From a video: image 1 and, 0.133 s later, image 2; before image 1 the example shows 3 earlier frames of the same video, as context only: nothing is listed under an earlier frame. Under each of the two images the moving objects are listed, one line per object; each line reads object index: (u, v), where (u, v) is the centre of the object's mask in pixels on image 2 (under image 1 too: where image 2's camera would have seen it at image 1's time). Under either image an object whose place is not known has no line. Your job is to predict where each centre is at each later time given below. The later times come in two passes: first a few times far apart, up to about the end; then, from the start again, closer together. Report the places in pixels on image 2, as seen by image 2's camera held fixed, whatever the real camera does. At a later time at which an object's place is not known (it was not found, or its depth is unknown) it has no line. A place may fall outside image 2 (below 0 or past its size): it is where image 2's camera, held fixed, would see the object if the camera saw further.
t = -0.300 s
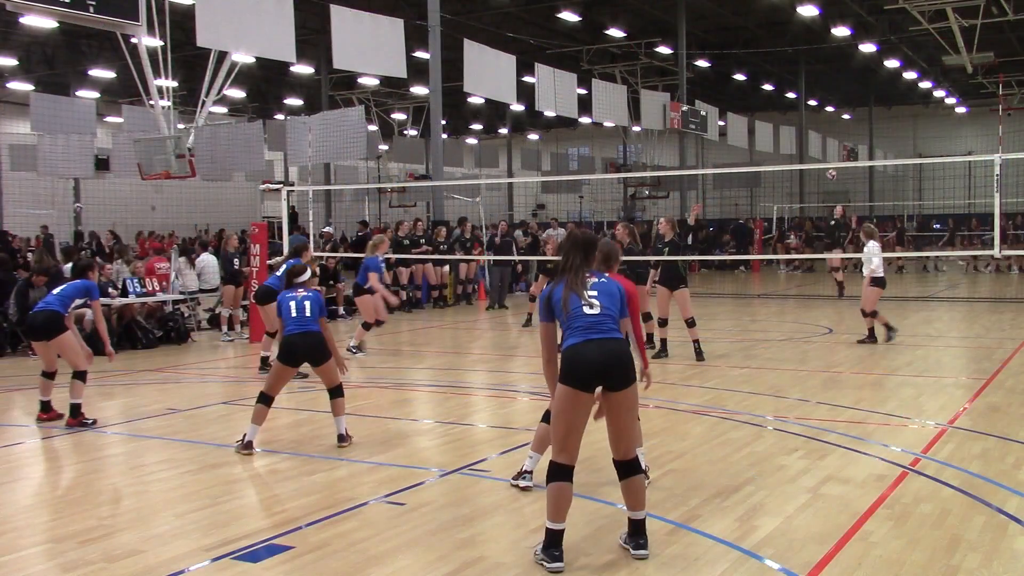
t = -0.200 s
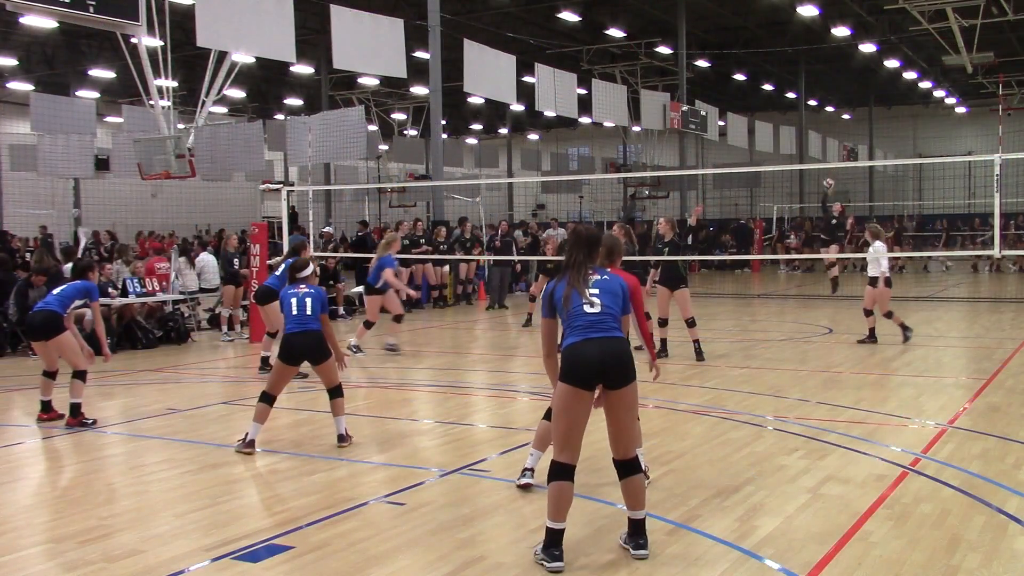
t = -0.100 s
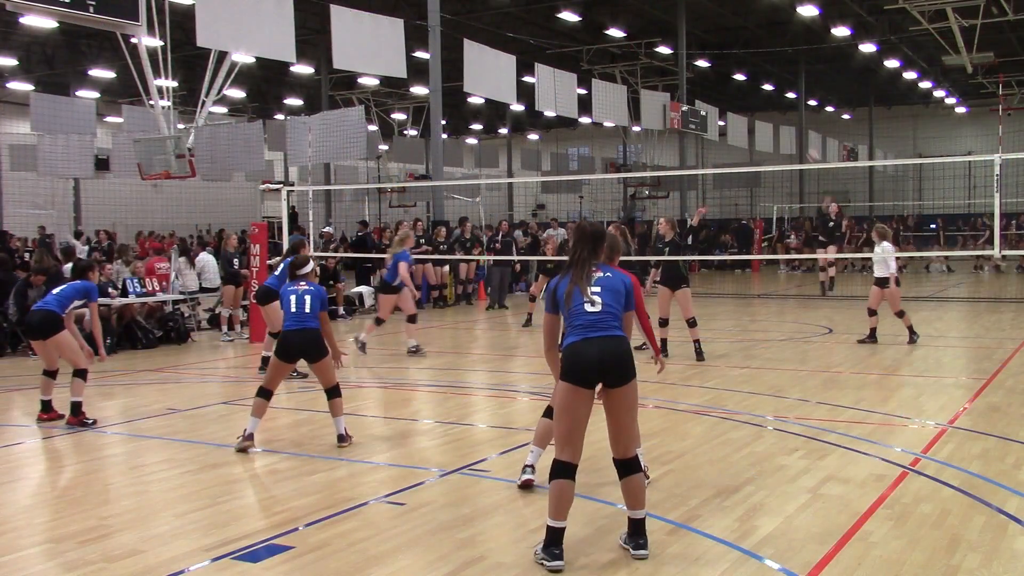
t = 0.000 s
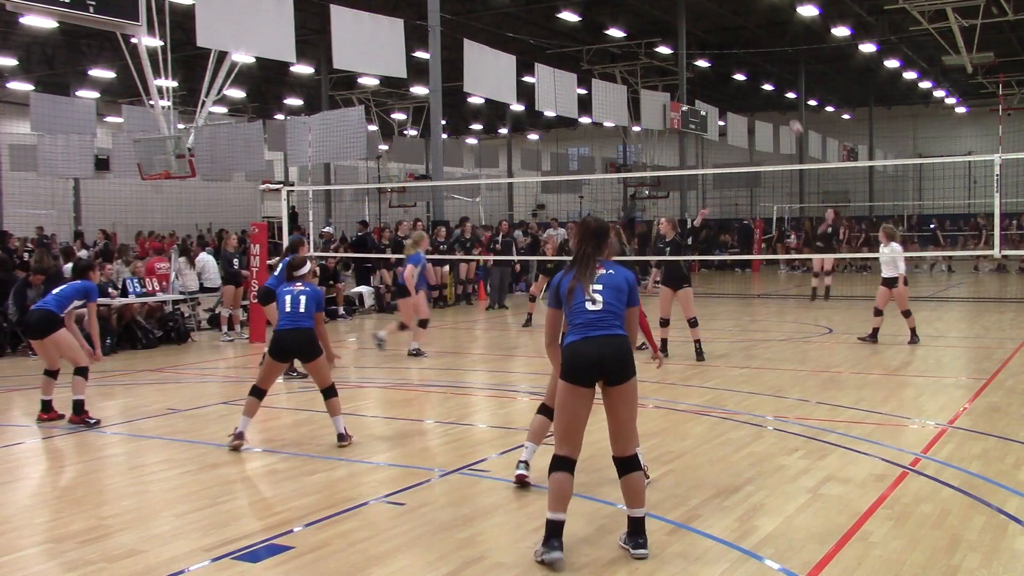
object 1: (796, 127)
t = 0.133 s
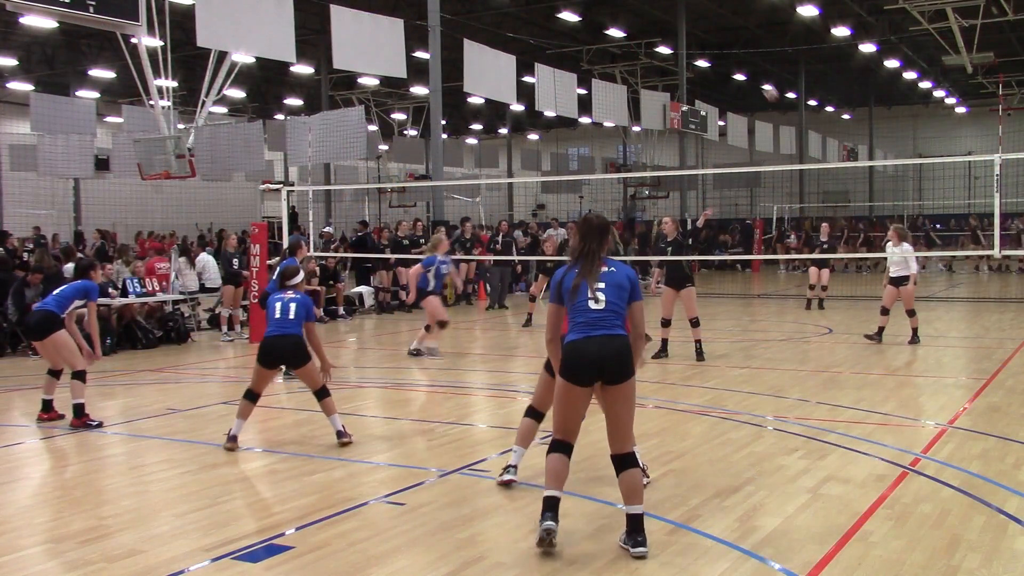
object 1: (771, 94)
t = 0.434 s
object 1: (700, 30)
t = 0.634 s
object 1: (643, 9)
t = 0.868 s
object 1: (555, 17)
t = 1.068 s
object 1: (456, 83)
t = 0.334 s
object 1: (726, 47)
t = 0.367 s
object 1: (718, 41)
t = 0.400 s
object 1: (709, 35)
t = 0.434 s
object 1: (700, 30)
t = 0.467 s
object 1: (691, 25)
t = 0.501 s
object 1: (682, 21)
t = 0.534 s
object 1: (672, 17)
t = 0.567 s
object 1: (663, 14)
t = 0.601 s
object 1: (653, 11)
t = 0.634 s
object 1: (643, 9)
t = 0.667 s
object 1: (633, 8)
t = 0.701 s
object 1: (622, 8)
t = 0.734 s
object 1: (610, 8)
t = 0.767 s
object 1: (598, 9)
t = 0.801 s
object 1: (586, 9)
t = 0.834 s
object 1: (573, 11)
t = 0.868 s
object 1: (555, 17)
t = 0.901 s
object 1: (542, 23)
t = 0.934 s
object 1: (526, 30)
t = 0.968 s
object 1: (511, 39)
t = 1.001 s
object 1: (493, 50)
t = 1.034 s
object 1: (475, 65)
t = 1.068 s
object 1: (456, 83)
